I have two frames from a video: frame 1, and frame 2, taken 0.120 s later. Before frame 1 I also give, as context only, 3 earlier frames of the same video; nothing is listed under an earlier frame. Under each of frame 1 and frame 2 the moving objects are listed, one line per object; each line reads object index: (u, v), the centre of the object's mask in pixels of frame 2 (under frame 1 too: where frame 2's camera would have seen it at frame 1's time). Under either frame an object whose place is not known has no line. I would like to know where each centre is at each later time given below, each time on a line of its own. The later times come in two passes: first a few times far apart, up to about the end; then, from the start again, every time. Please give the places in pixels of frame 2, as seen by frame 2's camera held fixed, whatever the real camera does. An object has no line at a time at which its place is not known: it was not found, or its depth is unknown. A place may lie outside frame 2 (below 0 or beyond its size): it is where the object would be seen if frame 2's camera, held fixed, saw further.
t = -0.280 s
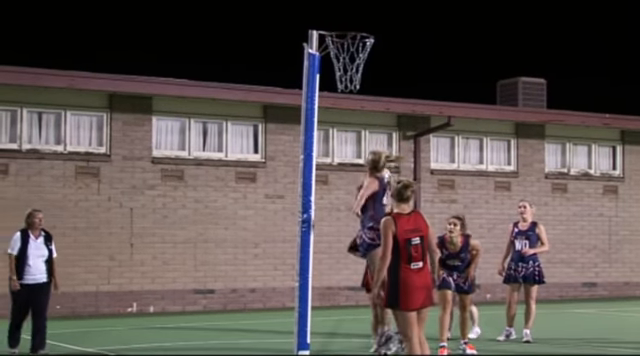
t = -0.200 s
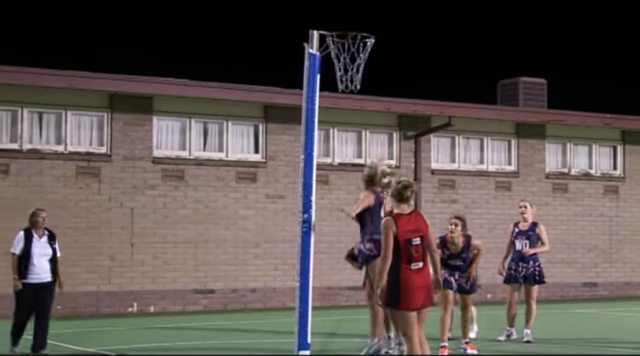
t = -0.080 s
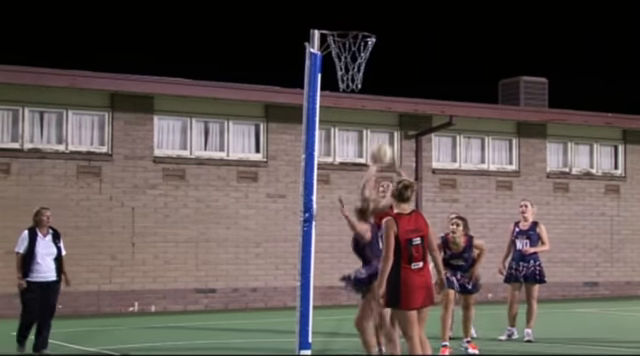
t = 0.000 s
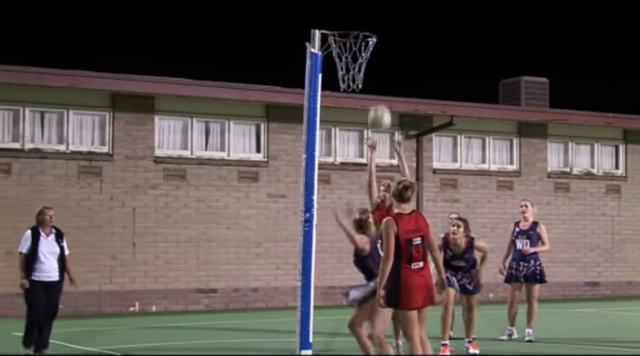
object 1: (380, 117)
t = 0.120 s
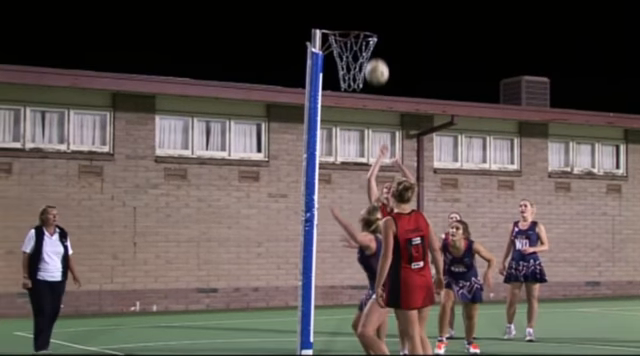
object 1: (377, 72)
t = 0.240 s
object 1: (374, 37)
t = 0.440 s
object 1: (365, 17)
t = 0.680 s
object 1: (358, 20)
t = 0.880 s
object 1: (355, 29)
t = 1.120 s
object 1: (354, 75)
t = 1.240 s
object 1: (355, 97)
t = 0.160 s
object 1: (377, 60)
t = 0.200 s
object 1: (374, 49)
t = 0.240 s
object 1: (374, 37)
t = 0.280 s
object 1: (372, 29)
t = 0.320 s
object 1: (370, 24)
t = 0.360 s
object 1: (368, 21)
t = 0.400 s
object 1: (367, 18)
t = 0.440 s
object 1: (365, 17)
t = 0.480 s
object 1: (364, 17)
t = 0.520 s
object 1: (362, 19)
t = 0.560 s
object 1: (361, 23)
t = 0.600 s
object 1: (359, 27)
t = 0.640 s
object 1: (359, 22)
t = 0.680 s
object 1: (358, 20)
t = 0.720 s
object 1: (357, 18)
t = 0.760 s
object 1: (357, 19)
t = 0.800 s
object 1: (356, 20)
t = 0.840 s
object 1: (355, 23)
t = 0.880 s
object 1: (355, 29)
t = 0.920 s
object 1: (354, 37)
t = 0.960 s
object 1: (355, 45)
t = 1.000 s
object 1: (355, 51)
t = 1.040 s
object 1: (355, 59)
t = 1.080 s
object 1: (356, 65)
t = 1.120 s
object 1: (354, 75)
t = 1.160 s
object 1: (355, 80)
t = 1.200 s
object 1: (355, 87)
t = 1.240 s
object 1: (355, 97)
